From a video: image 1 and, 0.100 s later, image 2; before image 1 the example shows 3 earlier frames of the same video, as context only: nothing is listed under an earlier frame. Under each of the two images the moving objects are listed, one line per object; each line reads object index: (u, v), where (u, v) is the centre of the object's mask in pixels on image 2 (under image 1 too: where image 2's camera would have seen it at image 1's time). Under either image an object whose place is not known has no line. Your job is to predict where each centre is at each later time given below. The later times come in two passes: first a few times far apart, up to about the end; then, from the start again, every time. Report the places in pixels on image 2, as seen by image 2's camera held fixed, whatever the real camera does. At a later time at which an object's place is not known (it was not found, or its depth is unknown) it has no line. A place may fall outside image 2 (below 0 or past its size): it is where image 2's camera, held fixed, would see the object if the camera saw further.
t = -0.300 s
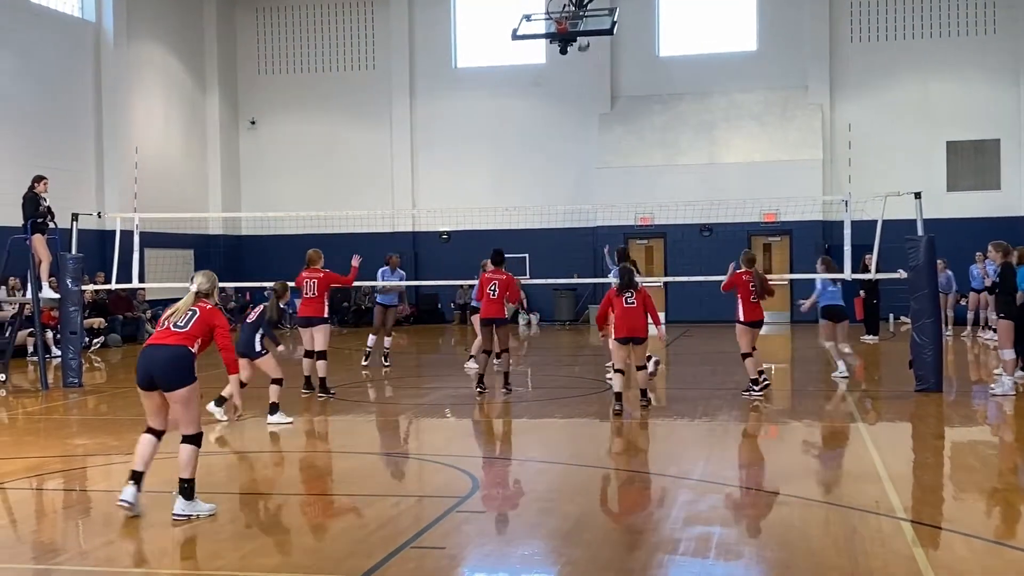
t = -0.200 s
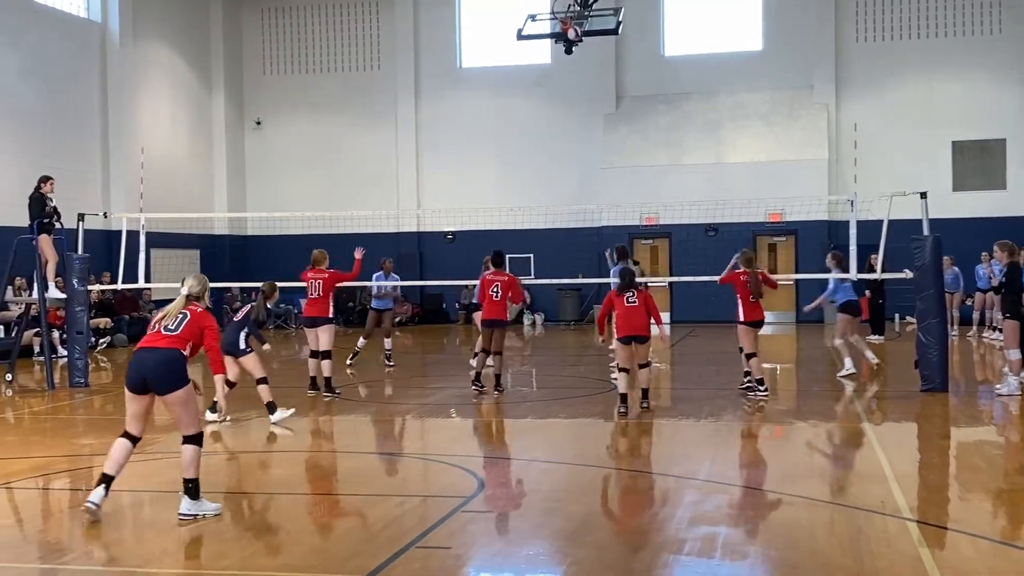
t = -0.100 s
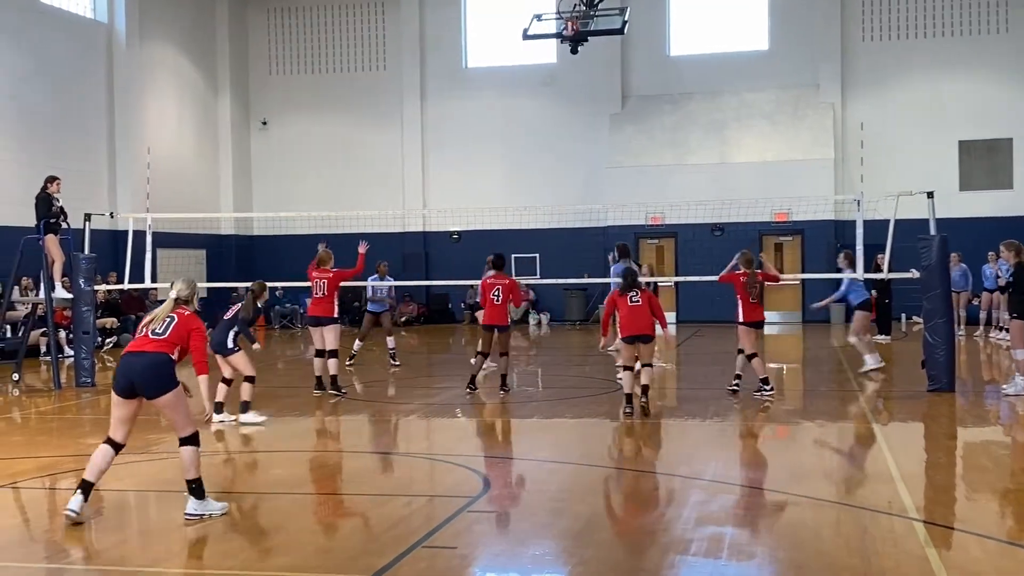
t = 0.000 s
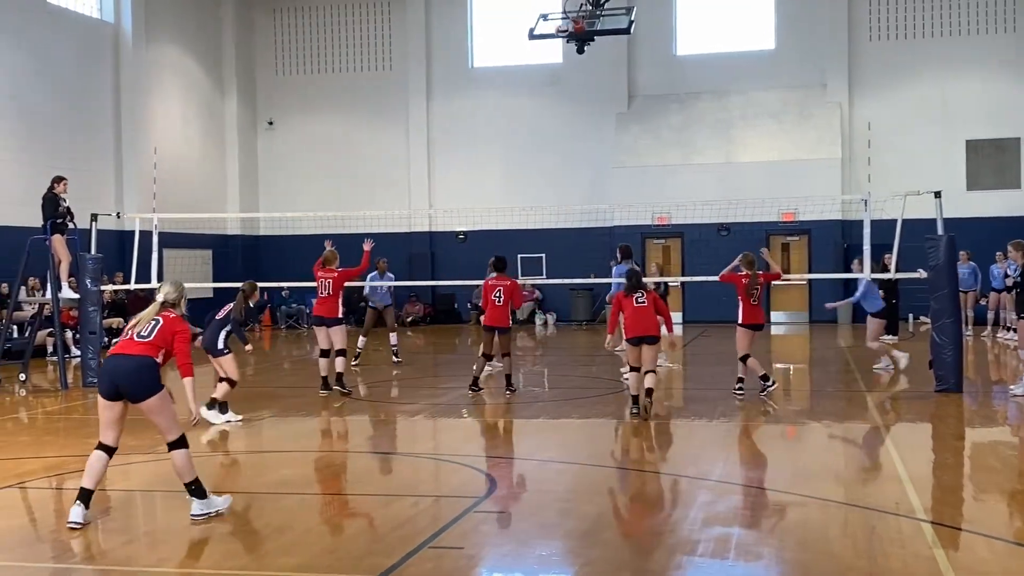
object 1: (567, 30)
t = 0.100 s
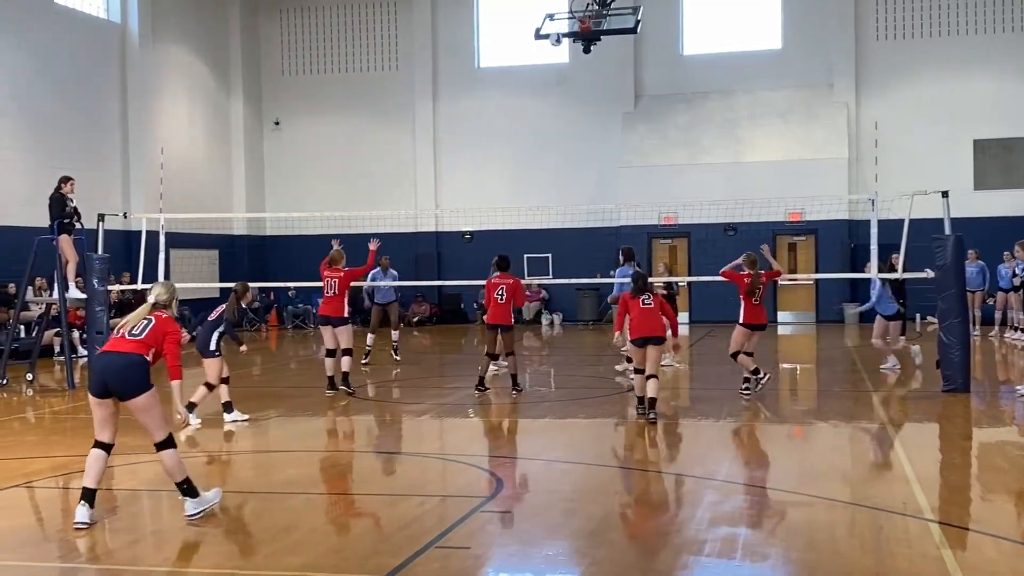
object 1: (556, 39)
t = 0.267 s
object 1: (539, 72)
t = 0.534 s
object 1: (513, 154)
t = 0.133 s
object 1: (552, 44)
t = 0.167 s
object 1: (549, 50)
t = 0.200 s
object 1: (545, 55)
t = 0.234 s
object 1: (541, 62)
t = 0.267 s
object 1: (539, 72)
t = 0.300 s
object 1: (535, 78)
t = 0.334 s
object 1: (532, 85)
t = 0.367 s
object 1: (528, 95)
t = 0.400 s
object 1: (525, 107)
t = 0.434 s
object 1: (522, 117)
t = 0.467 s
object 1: (518, 128)
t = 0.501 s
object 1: (515, 140)
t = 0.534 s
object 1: (513, 154)
